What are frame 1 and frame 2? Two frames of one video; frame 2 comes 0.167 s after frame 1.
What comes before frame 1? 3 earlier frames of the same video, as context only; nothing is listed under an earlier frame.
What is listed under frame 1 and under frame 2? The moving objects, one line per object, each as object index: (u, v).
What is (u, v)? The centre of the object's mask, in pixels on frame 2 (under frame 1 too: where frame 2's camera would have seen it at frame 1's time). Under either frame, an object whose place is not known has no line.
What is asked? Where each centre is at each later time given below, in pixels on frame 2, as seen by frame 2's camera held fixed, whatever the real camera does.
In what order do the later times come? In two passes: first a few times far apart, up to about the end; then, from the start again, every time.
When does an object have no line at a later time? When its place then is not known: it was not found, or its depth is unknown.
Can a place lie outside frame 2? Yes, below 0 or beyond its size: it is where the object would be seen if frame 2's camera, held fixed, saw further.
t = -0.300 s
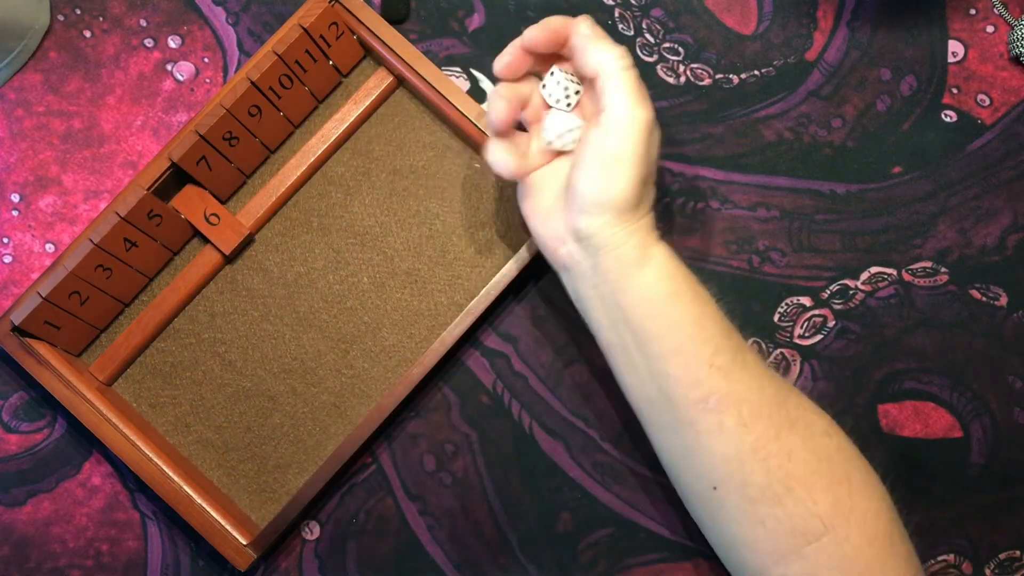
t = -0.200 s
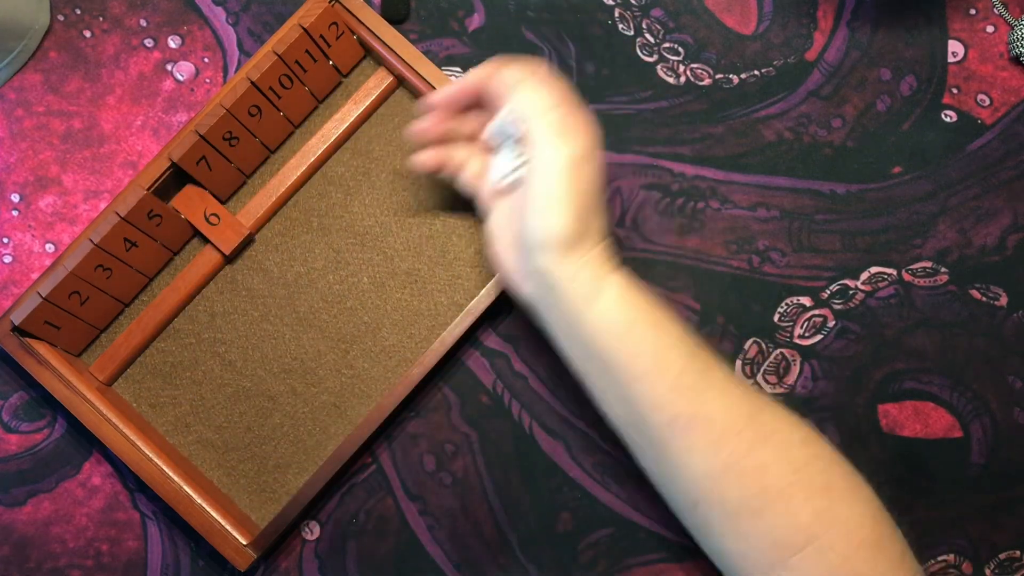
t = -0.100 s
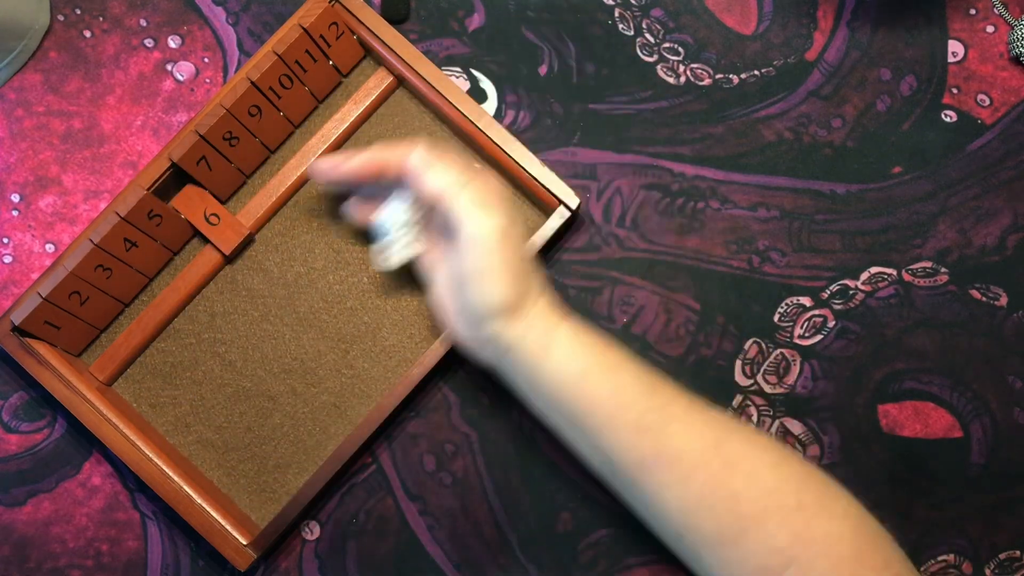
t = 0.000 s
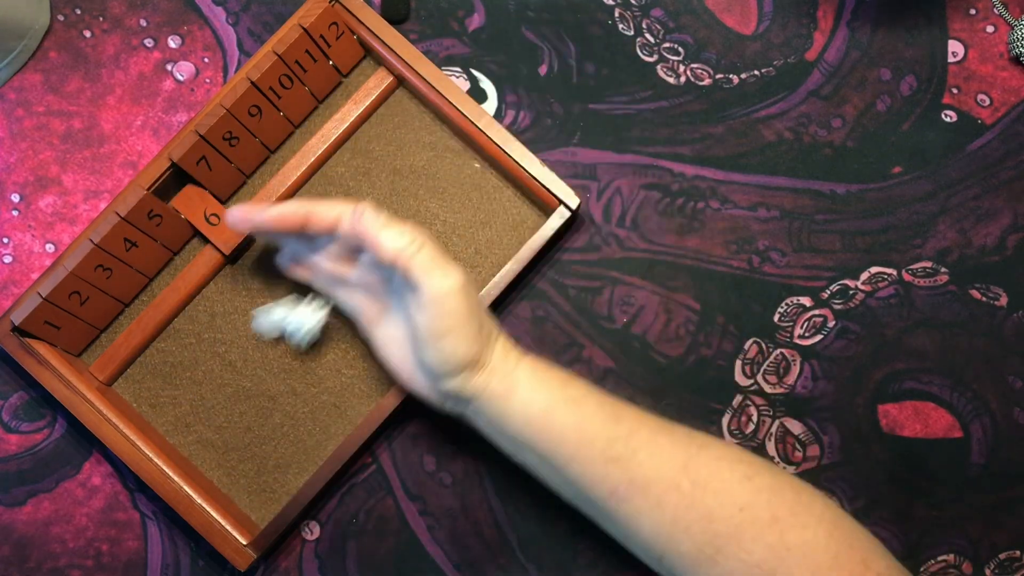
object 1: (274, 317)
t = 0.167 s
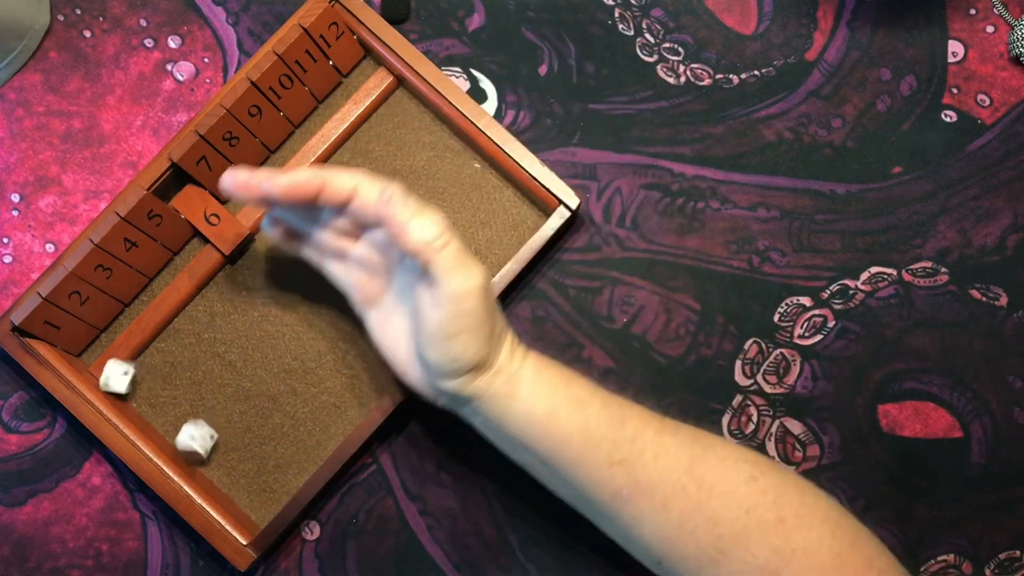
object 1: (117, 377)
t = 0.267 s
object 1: (133, 378)
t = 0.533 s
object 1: (170, 405)
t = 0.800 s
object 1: (170, 405)
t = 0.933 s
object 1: (170, 405)
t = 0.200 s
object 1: (116, 374)
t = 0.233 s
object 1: (124, 375)
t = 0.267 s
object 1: (133, 378)
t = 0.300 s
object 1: (144, 388)
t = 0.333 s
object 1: (150, 396)
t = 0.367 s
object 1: (157, 400)
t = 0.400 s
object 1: (163, 403)
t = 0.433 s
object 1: (168, 406)
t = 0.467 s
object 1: (170, 406)
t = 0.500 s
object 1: (170, 405)
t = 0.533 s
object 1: (170, 405)
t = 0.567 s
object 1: (170, 405)
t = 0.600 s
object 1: (170, 405)
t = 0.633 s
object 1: (170, 405)
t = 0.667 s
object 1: (170, 405)
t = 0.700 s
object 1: (170, 405)
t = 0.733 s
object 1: (170, 405)
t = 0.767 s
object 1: (170, 405)
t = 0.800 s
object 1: (170, 405)
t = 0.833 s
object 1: (170, 405)
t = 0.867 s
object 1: (170, 405)
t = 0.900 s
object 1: (170, 405)
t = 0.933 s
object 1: (170, 405)
